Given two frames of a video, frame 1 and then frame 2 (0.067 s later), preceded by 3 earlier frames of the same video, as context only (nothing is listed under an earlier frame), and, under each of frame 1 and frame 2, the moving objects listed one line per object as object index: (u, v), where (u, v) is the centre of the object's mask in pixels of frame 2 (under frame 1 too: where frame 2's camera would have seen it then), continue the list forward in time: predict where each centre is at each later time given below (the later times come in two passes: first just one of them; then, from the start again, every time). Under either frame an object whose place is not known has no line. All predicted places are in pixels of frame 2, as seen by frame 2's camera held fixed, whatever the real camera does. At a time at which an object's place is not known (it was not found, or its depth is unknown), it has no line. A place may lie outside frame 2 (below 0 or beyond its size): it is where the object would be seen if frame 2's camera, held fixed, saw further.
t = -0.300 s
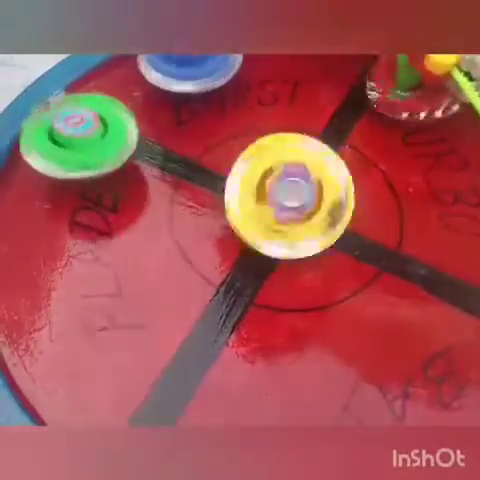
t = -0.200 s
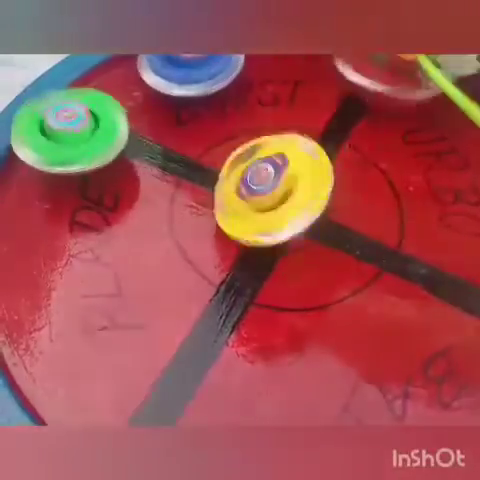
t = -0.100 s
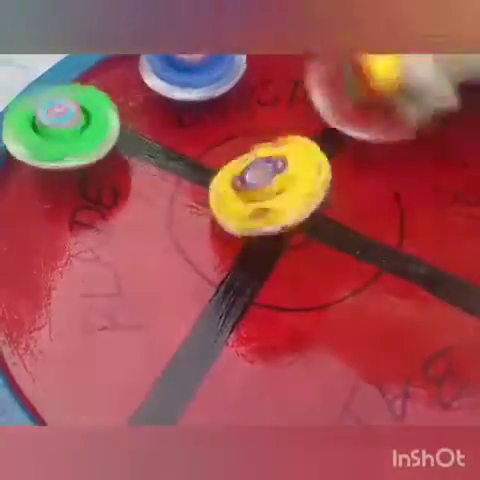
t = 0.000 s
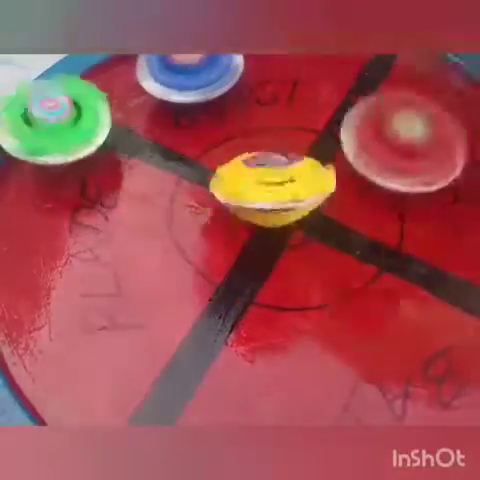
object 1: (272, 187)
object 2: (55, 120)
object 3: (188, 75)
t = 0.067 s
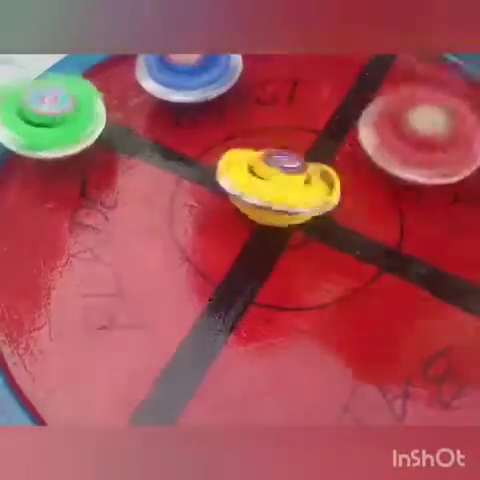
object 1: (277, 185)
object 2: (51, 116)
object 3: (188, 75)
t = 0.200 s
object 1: (277, 185)
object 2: (52, 106)
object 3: (184, 78)
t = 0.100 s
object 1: (277, 186)
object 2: (50, 113)
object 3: (188, 76)
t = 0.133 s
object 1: (277, 185)
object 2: (50, 111)
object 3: (187, 76)
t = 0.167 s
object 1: (277, 185)
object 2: (52, 109)
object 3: (186, 77)
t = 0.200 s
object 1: (277, 185)
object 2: (52, 106)
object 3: (184, 78)
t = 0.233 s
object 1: (276, 185)
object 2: (52, 106)
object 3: (182, 78)
